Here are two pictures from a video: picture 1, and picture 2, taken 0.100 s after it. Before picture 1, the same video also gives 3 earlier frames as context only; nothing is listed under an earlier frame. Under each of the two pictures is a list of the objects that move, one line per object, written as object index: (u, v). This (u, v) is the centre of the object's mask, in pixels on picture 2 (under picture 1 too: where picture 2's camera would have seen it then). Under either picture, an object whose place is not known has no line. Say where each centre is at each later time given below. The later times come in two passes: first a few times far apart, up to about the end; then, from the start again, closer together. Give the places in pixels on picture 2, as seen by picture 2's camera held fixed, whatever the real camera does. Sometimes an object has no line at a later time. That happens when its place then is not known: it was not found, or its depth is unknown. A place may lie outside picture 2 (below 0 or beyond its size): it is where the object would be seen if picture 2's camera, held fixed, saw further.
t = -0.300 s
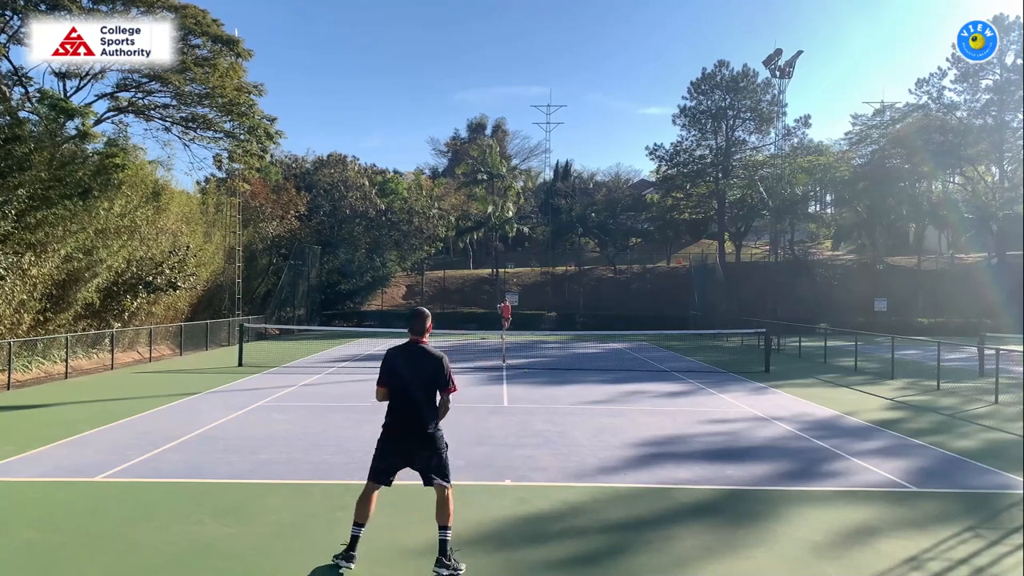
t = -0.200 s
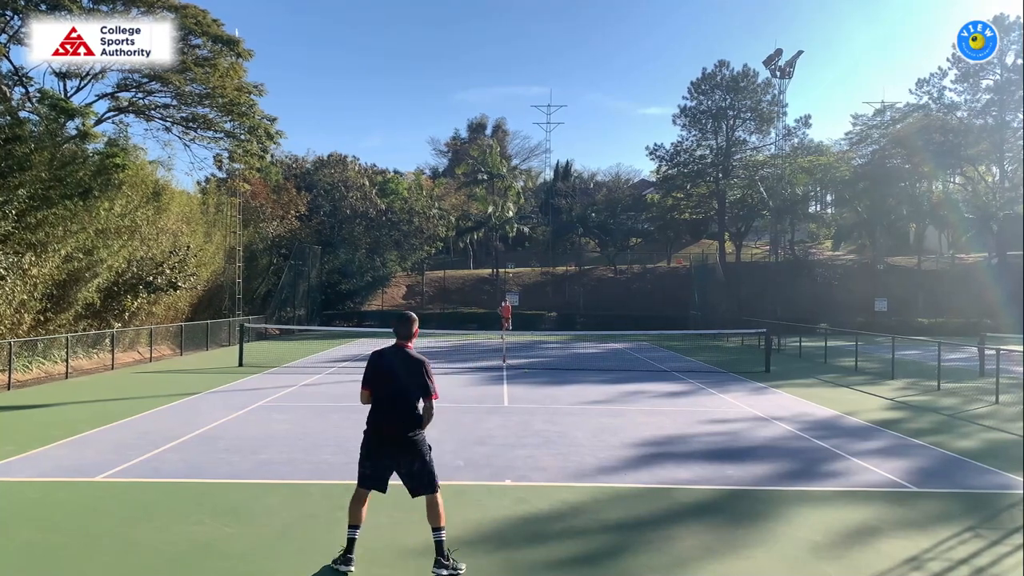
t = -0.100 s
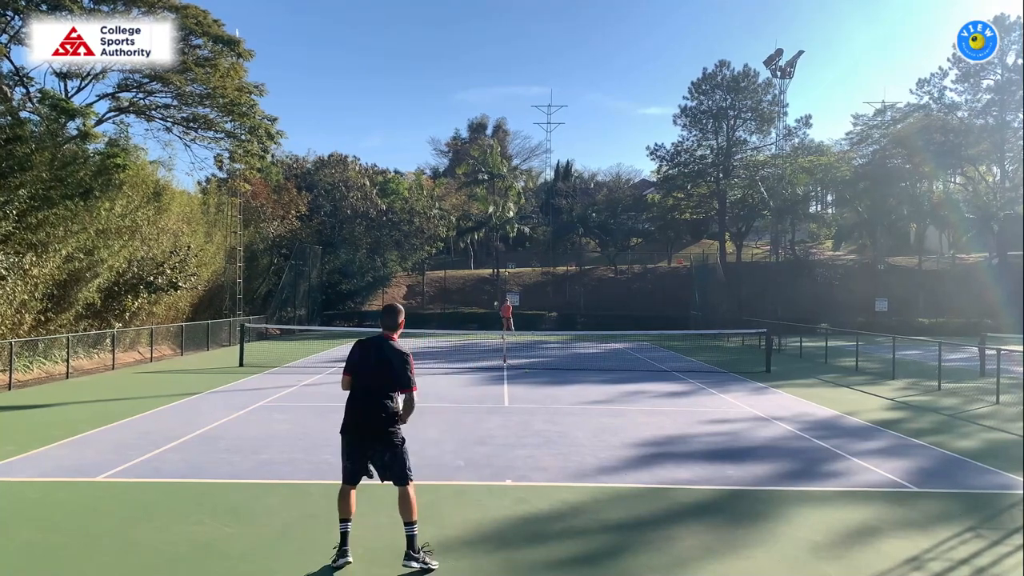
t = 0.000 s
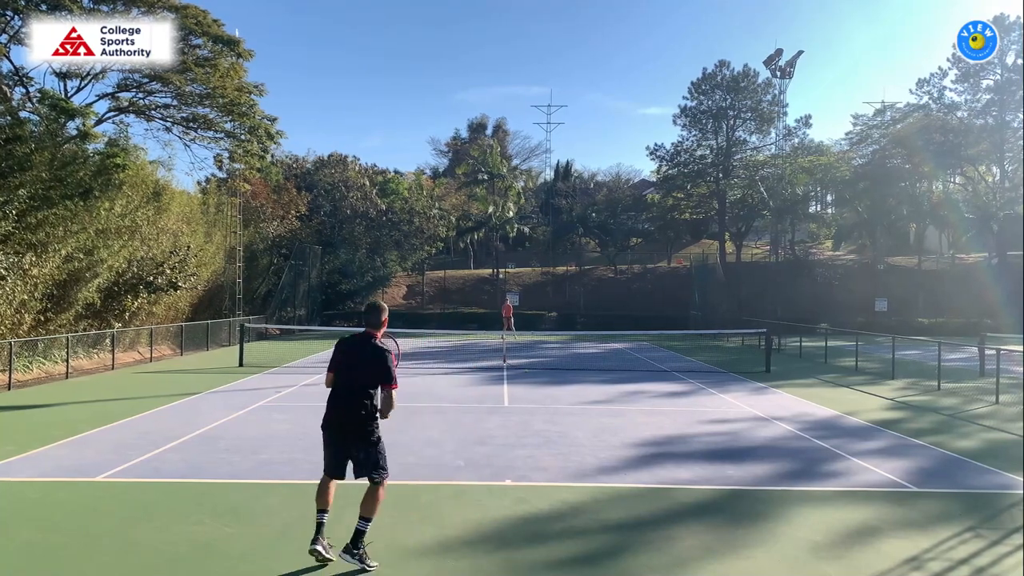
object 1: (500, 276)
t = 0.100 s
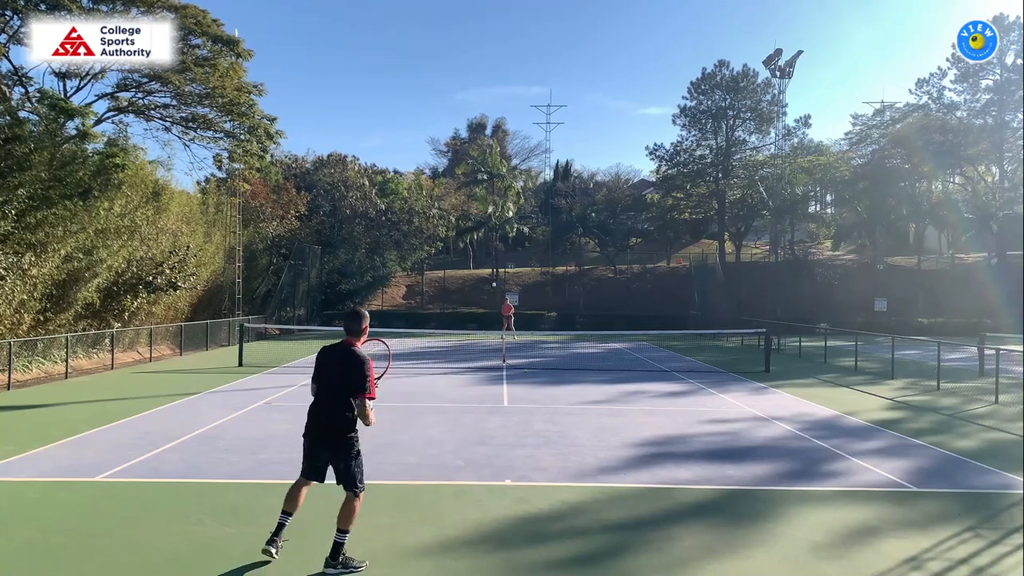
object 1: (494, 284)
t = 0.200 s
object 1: (486, 300)
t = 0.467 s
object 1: (458, 400)
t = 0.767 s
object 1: (420, 379)
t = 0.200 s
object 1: (486, 300)
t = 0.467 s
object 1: (458, 400)
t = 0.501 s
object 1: (453, 422)
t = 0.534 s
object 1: (447, 448)
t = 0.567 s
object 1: (444, 442)
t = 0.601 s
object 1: (440, 430)
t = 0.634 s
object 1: (436, 419)
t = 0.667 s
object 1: (433, 408)
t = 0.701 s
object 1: (429, 398)
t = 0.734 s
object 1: (425, 388)
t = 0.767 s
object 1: (420, 379)
